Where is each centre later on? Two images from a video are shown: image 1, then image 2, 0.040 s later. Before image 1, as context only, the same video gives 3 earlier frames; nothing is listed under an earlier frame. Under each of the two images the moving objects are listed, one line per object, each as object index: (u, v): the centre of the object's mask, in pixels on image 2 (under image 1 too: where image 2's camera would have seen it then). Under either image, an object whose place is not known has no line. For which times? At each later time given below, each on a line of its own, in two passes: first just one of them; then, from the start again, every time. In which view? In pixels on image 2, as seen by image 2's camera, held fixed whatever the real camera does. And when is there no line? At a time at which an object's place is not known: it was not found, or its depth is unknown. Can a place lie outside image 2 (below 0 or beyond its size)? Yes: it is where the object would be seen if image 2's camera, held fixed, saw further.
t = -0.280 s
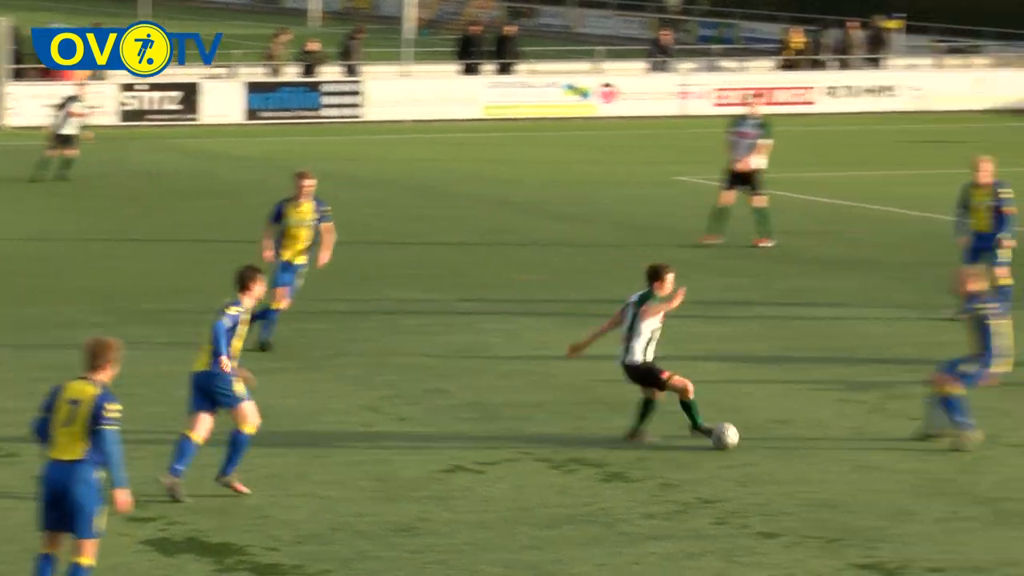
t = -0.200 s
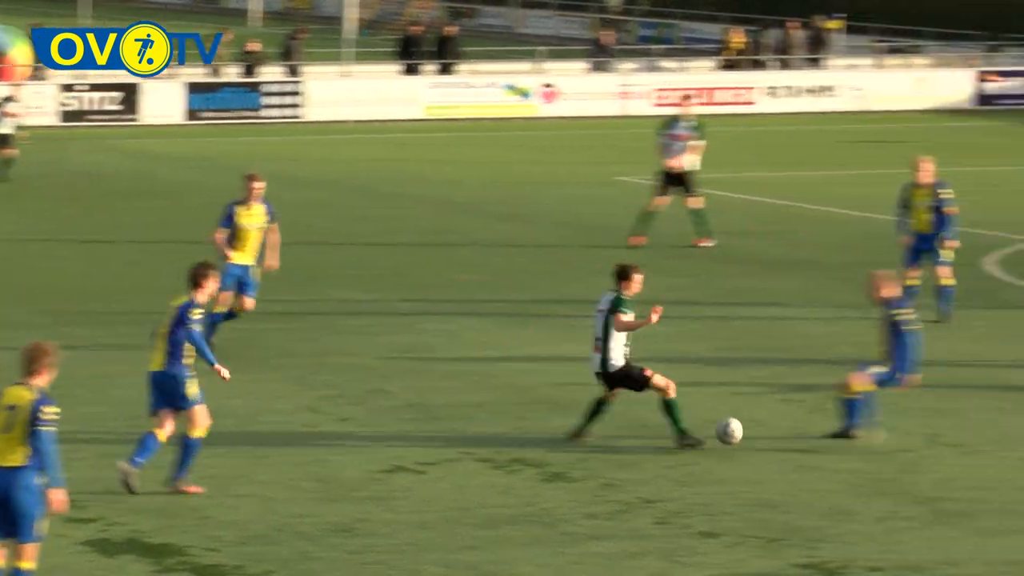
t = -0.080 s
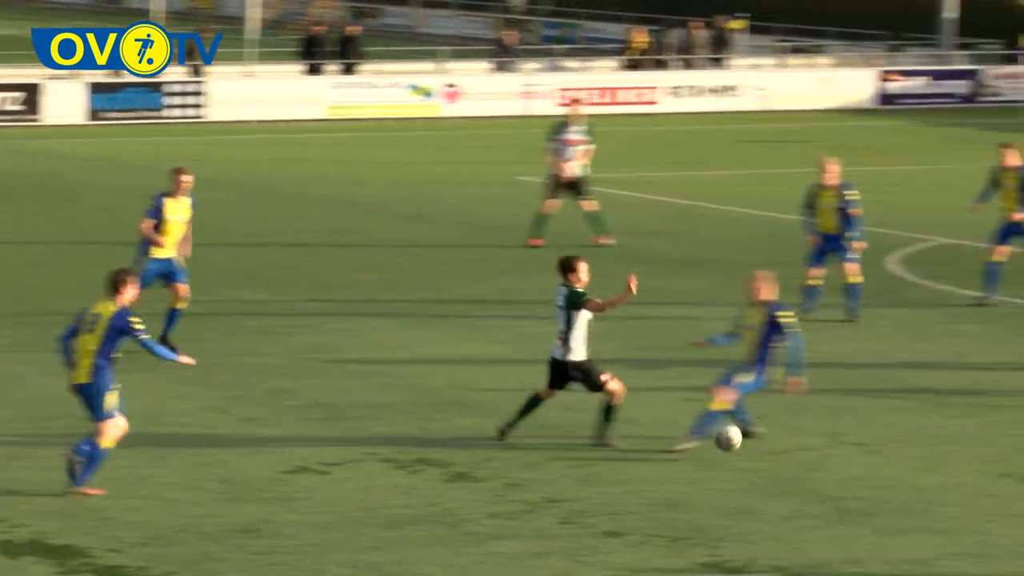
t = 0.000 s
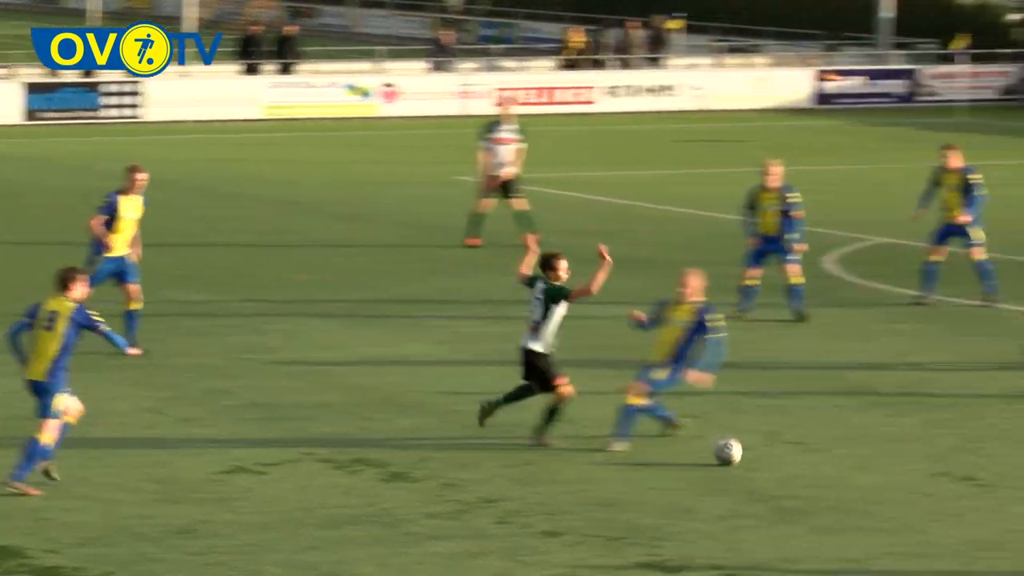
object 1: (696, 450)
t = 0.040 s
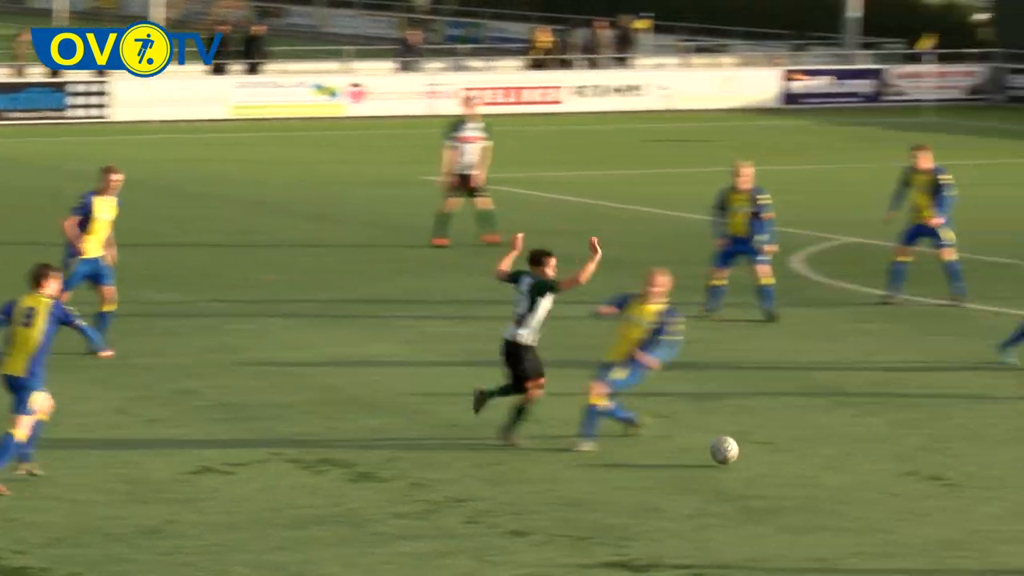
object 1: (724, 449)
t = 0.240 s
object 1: (867, 467)
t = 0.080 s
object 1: (752, 449)
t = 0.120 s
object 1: (782, 451)
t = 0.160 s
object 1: (811, 455)
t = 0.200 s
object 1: (839, 461)
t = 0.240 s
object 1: (867, 467)
